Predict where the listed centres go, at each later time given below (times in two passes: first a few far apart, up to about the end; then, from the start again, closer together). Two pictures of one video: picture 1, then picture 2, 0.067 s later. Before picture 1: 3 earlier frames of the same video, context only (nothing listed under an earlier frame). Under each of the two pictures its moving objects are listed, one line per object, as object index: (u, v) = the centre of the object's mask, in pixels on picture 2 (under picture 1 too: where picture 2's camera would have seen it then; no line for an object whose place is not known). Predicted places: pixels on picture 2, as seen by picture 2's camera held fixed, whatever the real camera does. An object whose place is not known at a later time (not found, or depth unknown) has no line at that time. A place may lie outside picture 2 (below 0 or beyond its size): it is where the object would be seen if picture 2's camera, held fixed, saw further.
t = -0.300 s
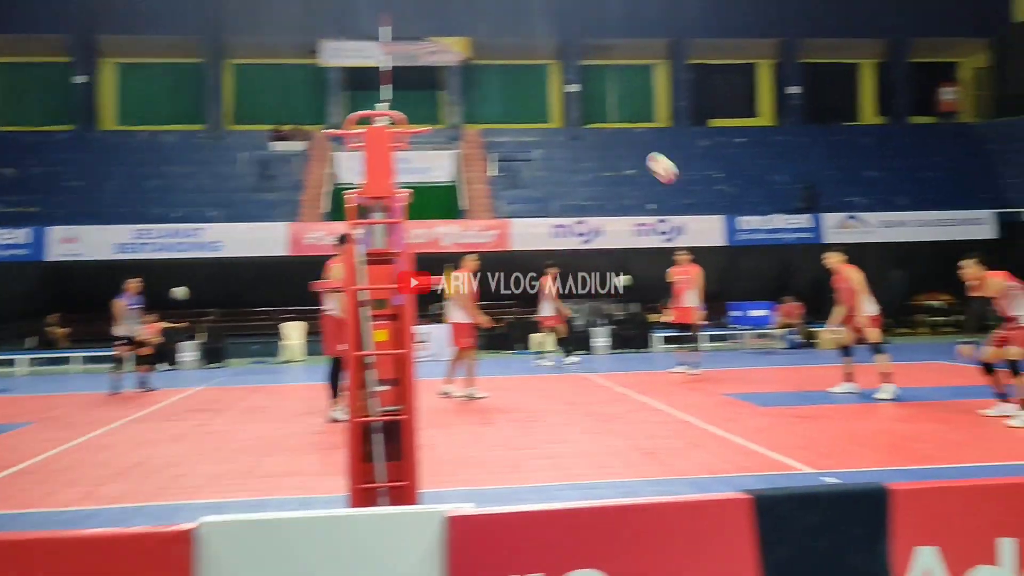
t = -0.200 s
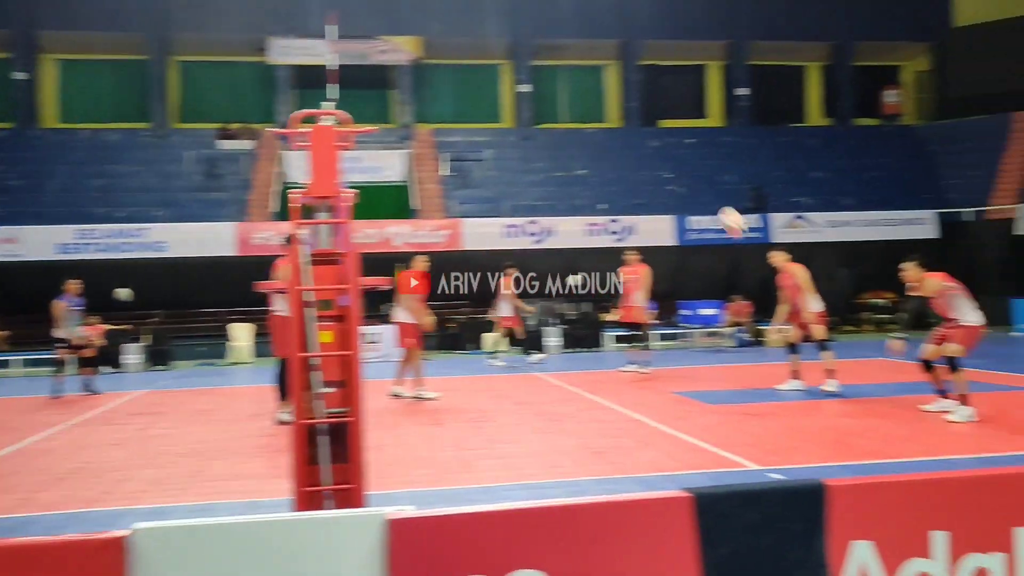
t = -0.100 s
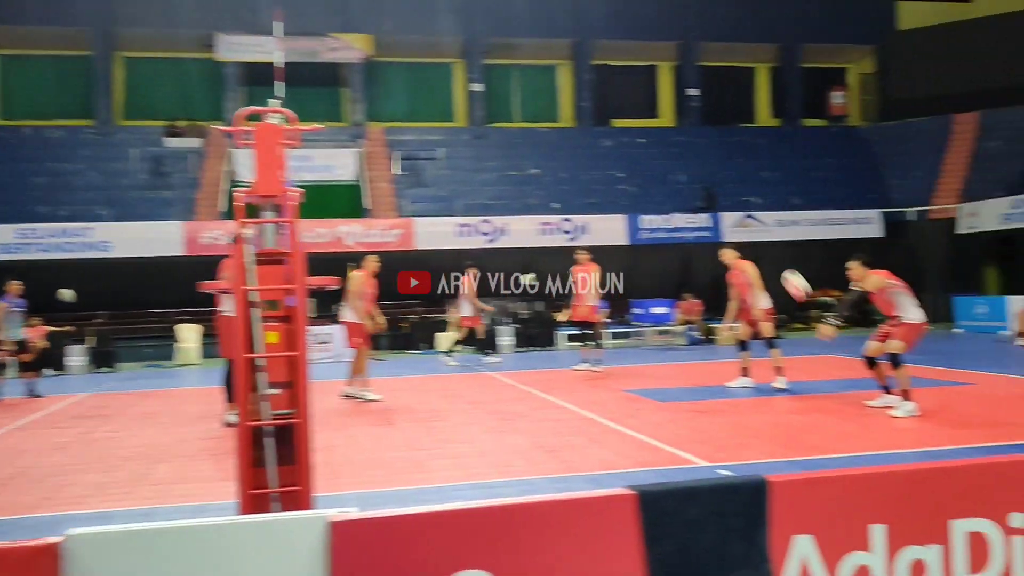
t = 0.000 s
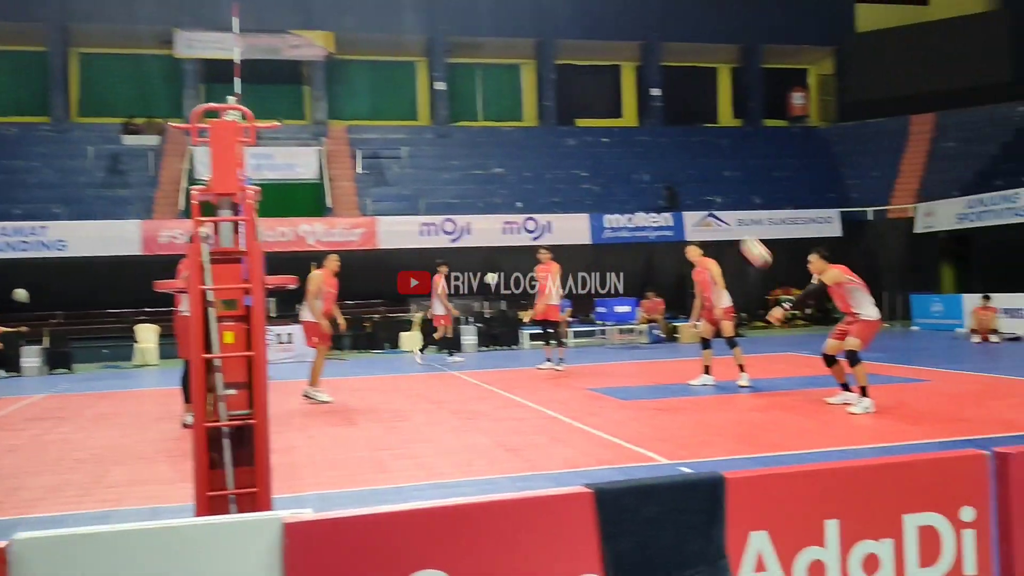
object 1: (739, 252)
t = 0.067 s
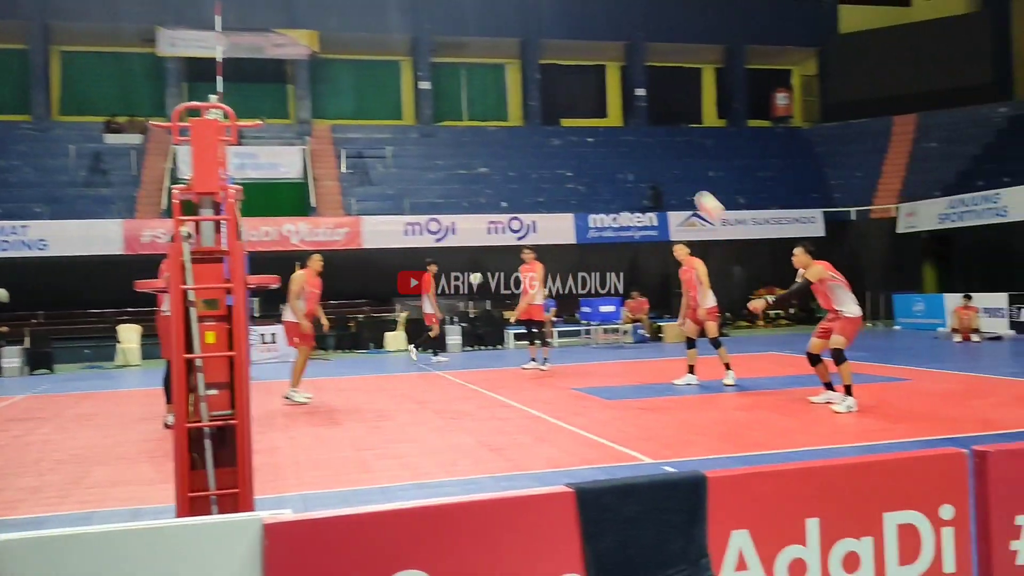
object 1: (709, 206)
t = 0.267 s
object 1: (625, 100)
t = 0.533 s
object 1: (522, 20)
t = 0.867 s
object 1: (410, 13)
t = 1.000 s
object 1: (369, 35)
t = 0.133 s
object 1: (680, 167)
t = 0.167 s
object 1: (666, 148)
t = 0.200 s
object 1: (653, 131)
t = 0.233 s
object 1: (639, 115)
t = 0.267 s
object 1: (625, 100)
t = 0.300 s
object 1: (611, 86)
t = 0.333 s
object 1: (598, 73)
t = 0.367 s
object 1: (586, 62)
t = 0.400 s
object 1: (573, 51)
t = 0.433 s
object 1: (559, 42)
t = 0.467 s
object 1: (547, 34)
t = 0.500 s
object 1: (534, 26)
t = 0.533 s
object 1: (522, 20)
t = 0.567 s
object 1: (510, 15)
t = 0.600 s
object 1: (499, 11)
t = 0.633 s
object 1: (488, 9)
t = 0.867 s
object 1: (410, 13)
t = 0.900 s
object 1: (400, 16)
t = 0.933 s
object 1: (390, 21)
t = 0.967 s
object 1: (379, 28)
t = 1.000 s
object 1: (369, 35)
